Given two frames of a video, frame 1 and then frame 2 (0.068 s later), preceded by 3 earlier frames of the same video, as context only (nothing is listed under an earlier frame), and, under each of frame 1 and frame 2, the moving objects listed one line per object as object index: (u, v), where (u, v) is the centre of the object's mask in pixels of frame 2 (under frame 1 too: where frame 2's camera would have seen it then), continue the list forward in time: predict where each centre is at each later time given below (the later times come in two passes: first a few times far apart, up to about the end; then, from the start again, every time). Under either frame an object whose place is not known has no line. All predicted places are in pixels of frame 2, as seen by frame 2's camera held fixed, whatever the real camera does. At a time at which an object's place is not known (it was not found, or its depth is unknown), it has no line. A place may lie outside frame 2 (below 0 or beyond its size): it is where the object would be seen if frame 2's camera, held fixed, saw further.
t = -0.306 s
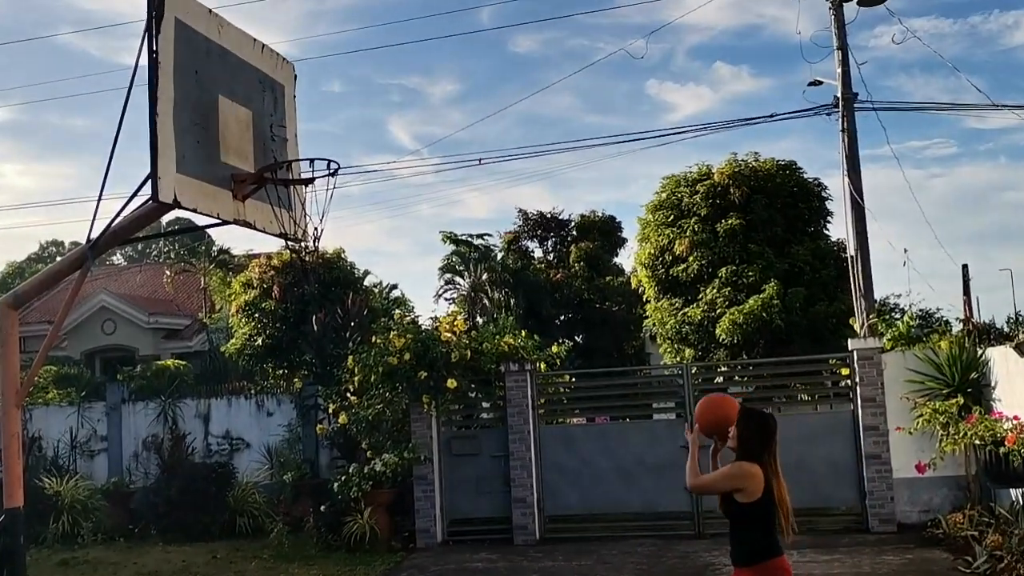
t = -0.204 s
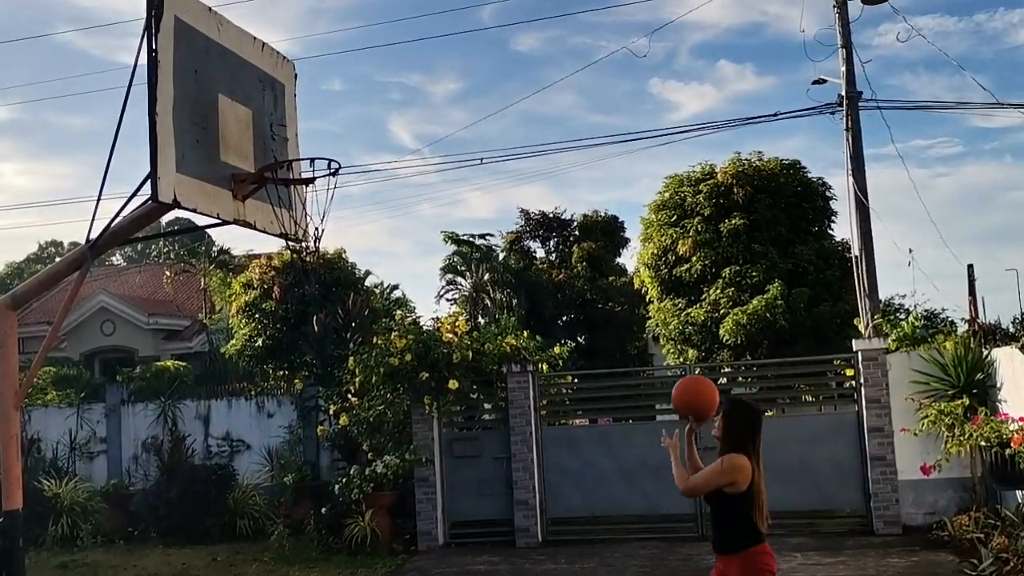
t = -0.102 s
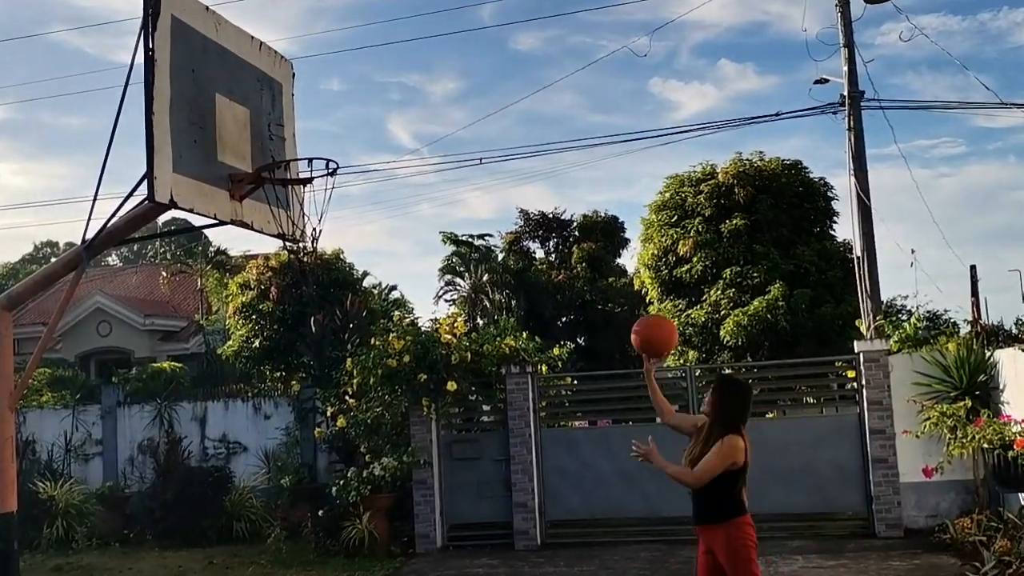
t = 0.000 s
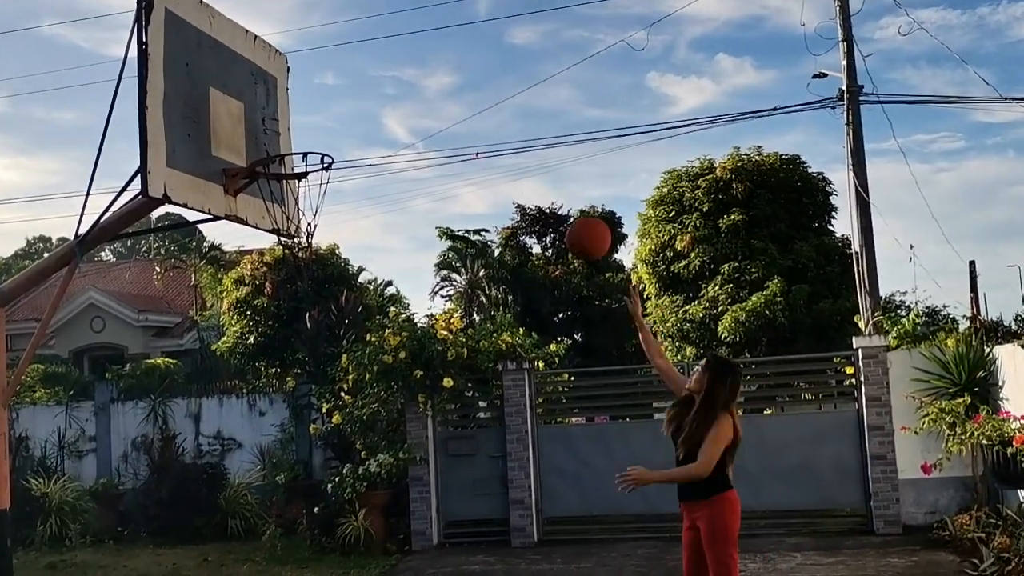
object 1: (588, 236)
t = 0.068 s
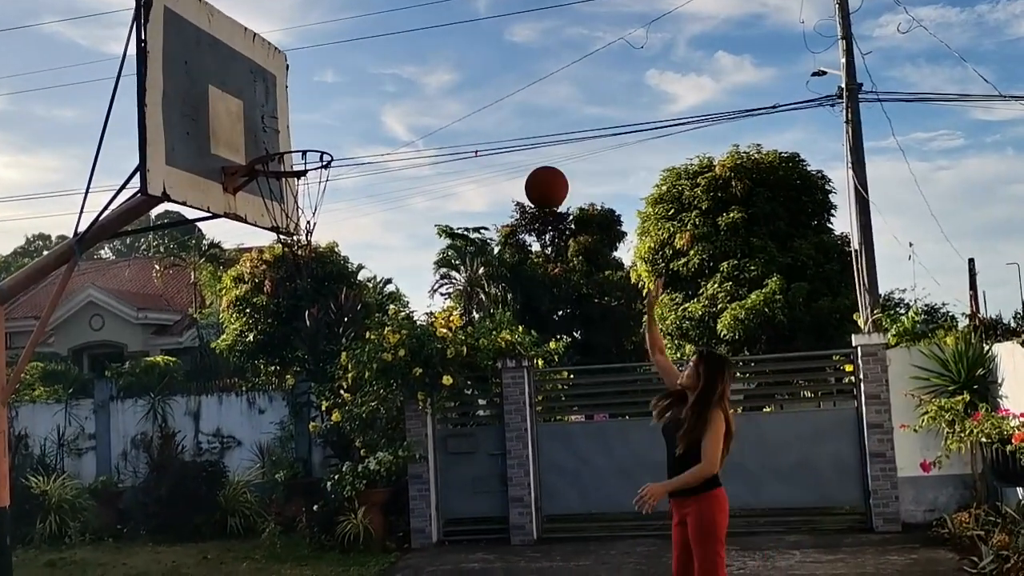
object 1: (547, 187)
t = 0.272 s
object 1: (435, 96)
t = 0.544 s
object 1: (307, 90)
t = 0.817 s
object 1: (301, 150)
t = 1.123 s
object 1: (381, 147)
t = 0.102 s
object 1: (527, 166)
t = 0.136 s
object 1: (507, 148)
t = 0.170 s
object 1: (488, 132)
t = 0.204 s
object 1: (470, 118)
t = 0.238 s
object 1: (453, 106)
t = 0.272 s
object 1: (435, 96)
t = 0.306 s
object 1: (417, 89)
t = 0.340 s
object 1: (401, 83)
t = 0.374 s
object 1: (384, 79)
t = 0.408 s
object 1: (368, 78)
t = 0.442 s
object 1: (353, 78)
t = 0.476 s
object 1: (338, 81)
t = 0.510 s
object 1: (323, 85)
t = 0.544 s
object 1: (307, 90)
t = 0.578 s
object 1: (293, 97)
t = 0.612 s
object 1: (278, 107)
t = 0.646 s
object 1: (264, 118)
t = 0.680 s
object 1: (257, 128)
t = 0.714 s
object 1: (269, 136)
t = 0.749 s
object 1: (281, 145)
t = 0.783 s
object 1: (292, 155)
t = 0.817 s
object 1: (301, 150)
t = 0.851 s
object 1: (311, 145)
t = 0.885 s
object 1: (320, 141)
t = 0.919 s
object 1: (329, 139)
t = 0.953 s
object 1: (337, 136)
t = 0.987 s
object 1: (346, 134)
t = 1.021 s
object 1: (354, 134)
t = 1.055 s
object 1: (363, 136)
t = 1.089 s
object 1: (372, 141)
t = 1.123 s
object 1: (381, 147)
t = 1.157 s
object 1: (390, 156)
